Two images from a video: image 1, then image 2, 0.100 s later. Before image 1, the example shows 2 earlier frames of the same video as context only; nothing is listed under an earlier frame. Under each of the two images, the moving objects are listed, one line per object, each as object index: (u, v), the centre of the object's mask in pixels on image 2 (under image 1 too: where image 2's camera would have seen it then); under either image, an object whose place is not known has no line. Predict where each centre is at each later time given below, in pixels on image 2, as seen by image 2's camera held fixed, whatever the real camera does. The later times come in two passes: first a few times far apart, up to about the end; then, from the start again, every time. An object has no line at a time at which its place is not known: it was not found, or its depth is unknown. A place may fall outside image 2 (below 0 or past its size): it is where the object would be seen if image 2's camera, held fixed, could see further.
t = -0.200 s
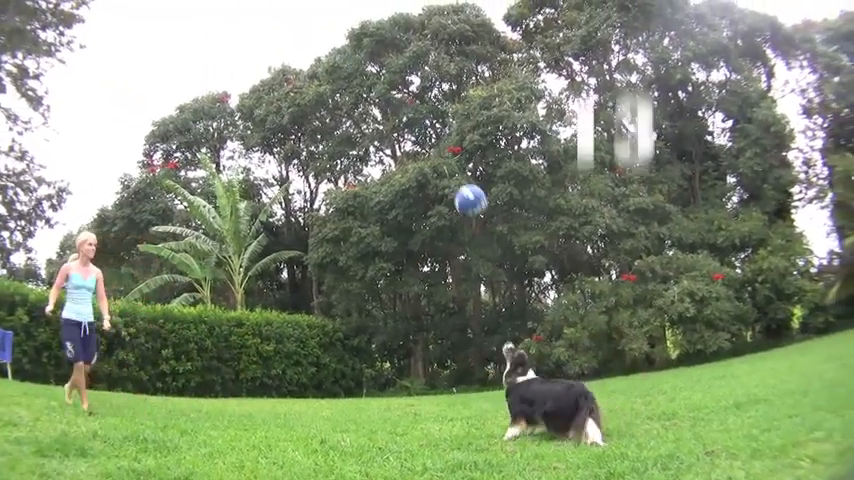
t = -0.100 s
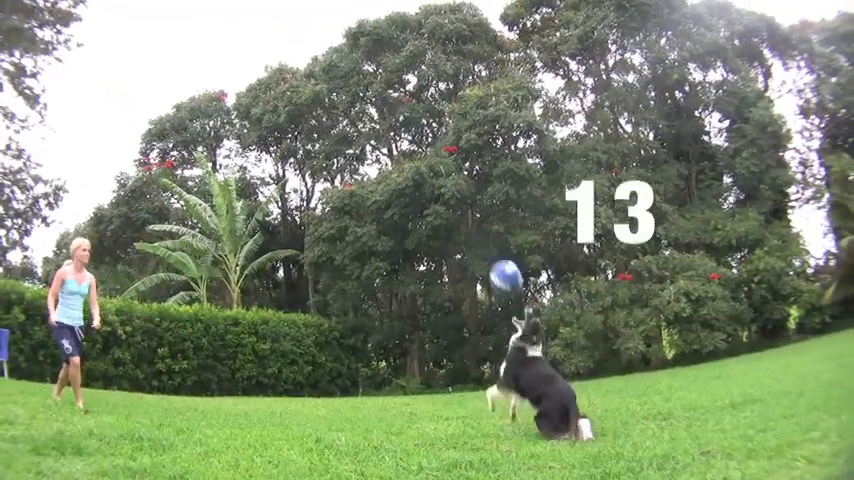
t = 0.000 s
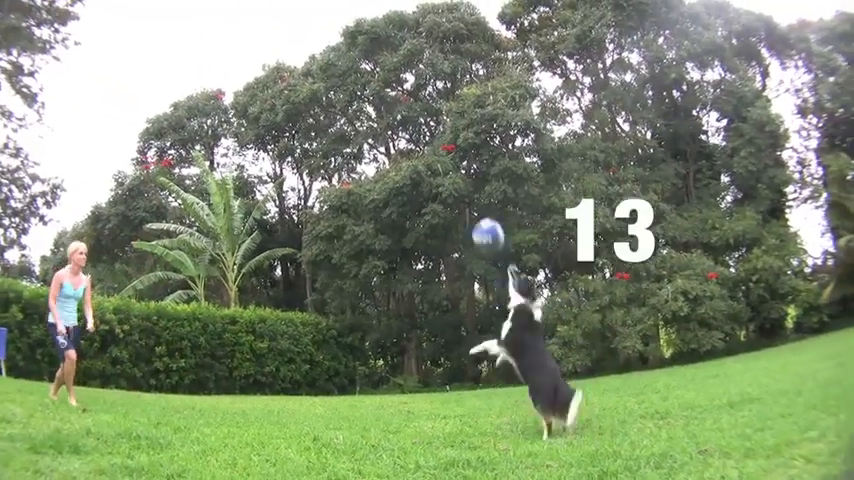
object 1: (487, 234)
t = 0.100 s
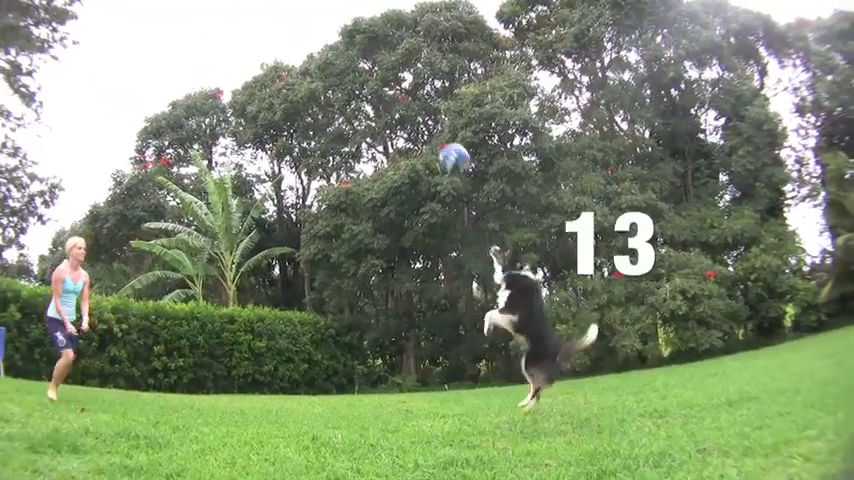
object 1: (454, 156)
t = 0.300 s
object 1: (397, 63)
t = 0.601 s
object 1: (328, 22)
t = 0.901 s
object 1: (268, 69)
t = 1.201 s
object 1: (203, 215)
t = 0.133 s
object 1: (444, 137)
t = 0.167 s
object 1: (434, 118)
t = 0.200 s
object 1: (425, 102)
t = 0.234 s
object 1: (414, 86)
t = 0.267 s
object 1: (406, 74)
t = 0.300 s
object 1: (397, 63)
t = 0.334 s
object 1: (389, 54)
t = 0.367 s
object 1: (381, 45)
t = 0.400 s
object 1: (372, 37)
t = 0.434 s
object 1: (364, 31)
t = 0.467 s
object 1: (356, 28)
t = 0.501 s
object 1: (350, 23)
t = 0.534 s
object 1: (341, 22)
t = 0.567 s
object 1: (335, 21)
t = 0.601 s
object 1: (328, 22)
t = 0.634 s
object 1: (322, 22)
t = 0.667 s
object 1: (315, 24)
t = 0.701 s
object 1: (308, 27)
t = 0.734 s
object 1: (301, 31)
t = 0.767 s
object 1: (294, 37)
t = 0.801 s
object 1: (287, 43)
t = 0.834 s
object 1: (280, 52)
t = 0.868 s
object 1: (273, 61)
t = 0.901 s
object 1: (268, 69)
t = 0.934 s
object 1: (261, 78)
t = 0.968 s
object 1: (252, 90)
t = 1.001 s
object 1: (245, 104)
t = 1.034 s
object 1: (238, 120)
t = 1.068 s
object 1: (231, 135)
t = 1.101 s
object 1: (224, 154)
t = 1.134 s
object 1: (218, 174)
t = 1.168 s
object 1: (210, 193)
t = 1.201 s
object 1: (203, 215)
